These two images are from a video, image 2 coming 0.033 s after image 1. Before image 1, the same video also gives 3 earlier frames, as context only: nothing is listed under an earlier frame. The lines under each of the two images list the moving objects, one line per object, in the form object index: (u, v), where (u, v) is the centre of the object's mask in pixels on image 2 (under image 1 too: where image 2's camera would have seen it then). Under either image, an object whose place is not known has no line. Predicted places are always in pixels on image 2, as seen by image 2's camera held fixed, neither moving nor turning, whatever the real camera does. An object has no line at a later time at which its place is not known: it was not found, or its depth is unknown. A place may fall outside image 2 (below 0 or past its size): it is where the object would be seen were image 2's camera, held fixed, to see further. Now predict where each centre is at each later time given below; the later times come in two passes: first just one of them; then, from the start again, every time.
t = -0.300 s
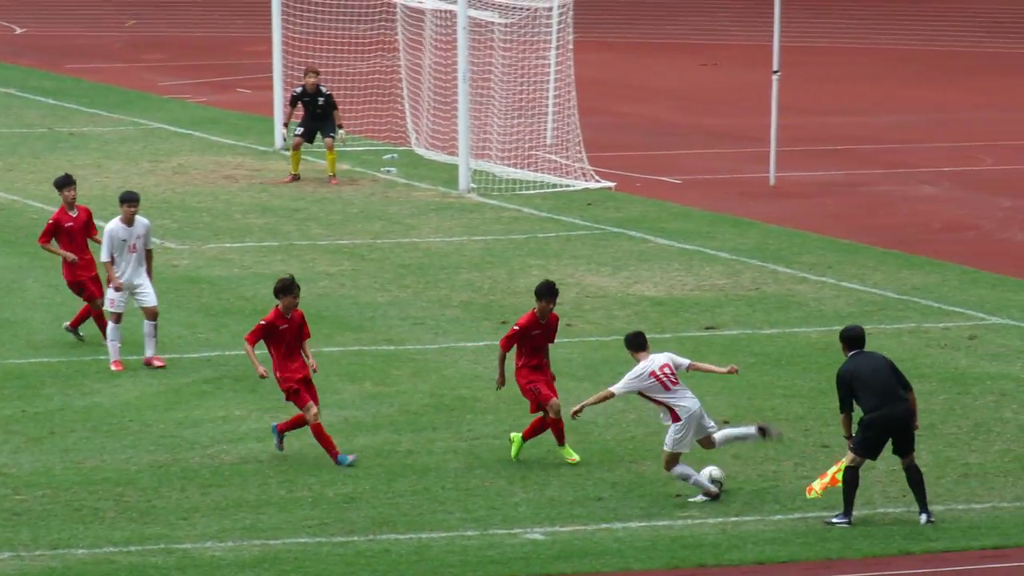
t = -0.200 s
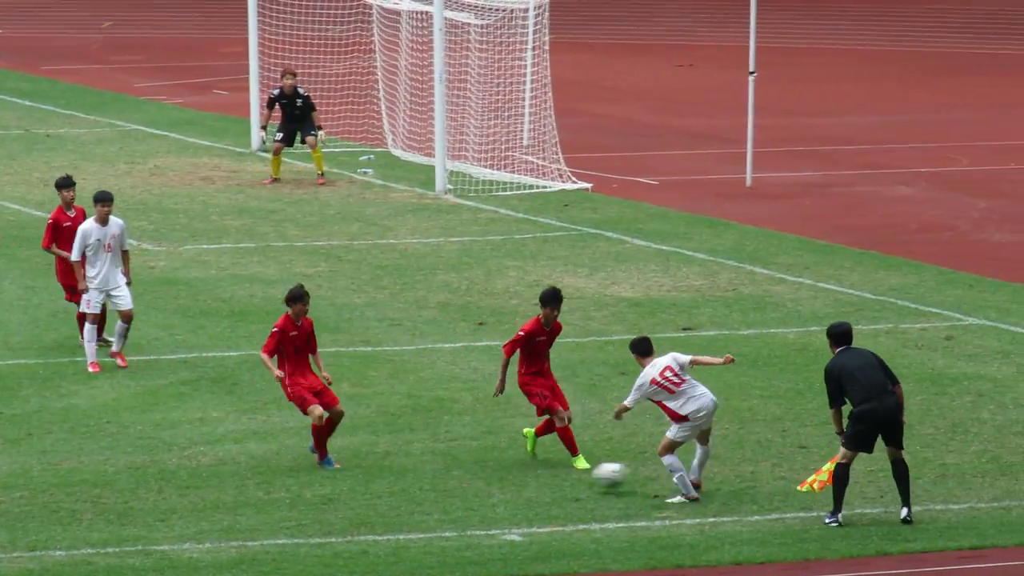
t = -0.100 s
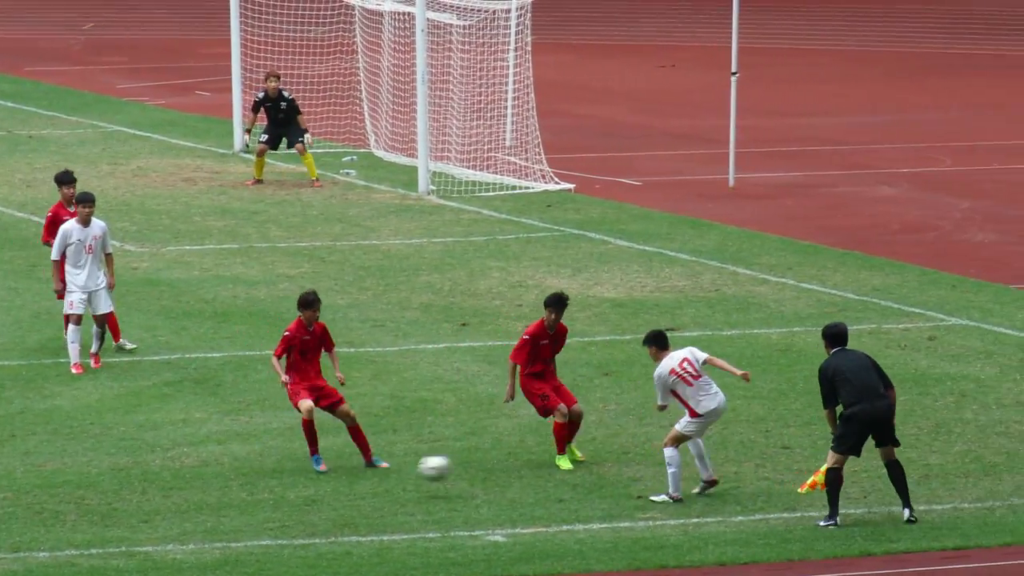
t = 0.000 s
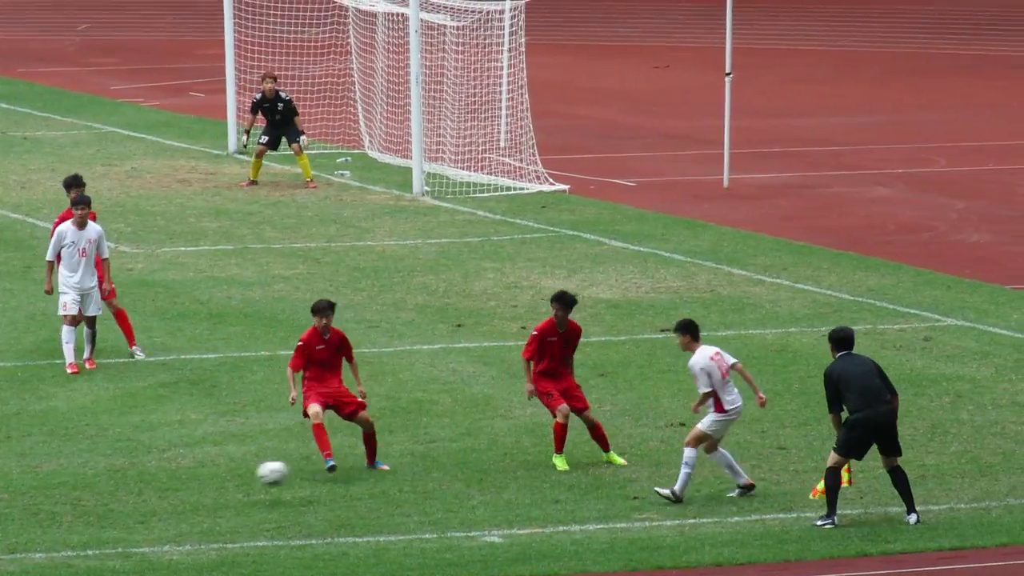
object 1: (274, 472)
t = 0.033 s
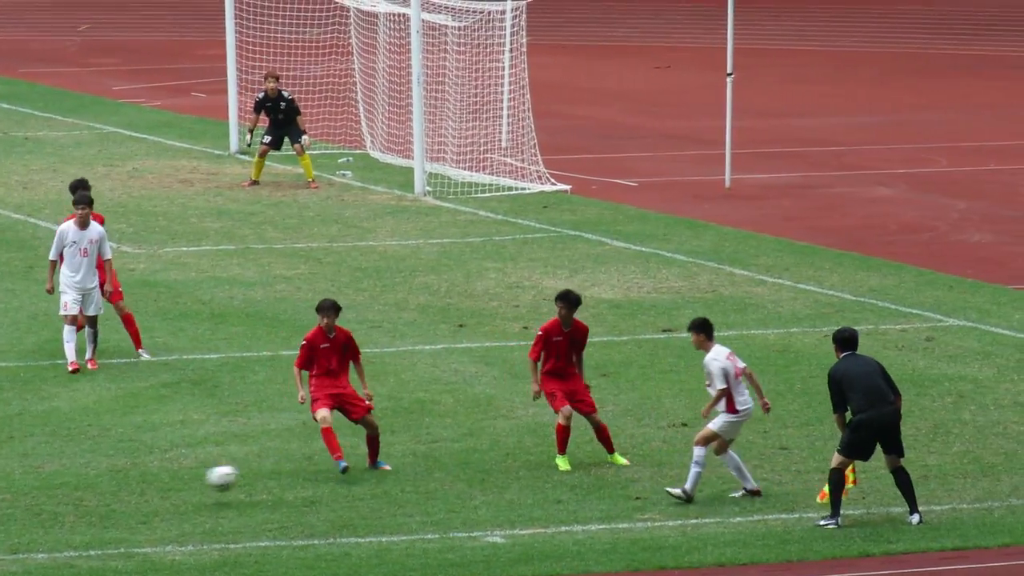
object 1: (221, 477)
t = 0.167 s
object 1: (22, 496)
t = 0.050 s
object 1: (195, 480)
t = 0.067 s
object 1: (169, 484)
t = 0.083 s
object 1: (143, 488)
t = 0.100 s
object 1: (117, 493)
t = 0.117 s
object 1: (90, 496)
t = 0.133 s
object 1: (66, 497)
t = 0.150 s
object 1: (44, 496)
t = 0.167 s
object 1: (22, 496)
